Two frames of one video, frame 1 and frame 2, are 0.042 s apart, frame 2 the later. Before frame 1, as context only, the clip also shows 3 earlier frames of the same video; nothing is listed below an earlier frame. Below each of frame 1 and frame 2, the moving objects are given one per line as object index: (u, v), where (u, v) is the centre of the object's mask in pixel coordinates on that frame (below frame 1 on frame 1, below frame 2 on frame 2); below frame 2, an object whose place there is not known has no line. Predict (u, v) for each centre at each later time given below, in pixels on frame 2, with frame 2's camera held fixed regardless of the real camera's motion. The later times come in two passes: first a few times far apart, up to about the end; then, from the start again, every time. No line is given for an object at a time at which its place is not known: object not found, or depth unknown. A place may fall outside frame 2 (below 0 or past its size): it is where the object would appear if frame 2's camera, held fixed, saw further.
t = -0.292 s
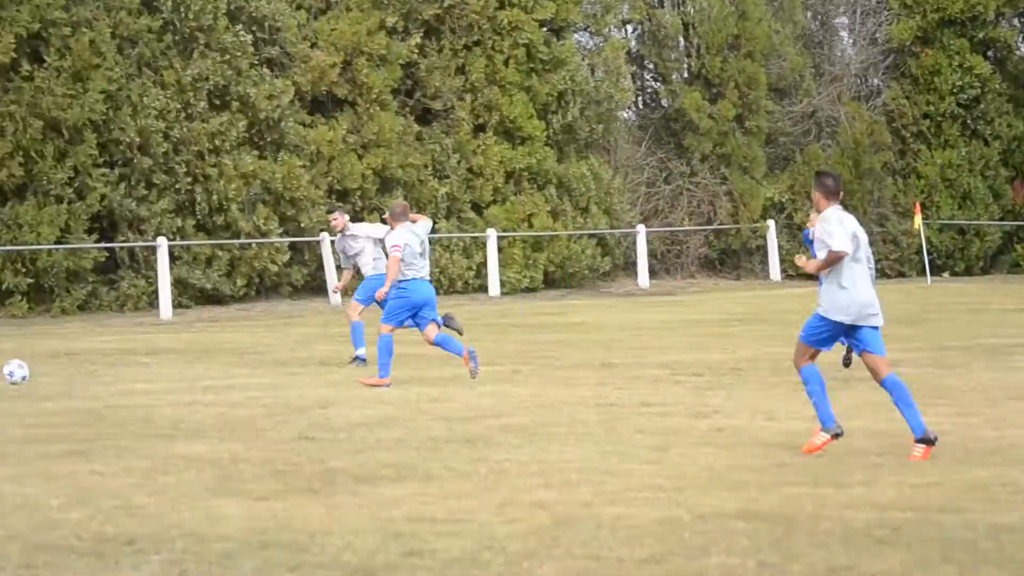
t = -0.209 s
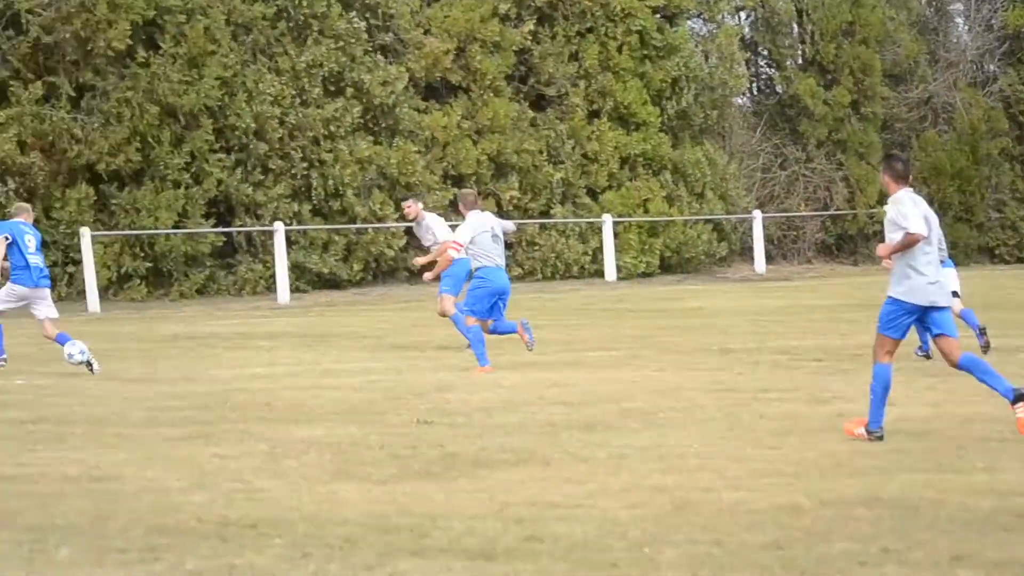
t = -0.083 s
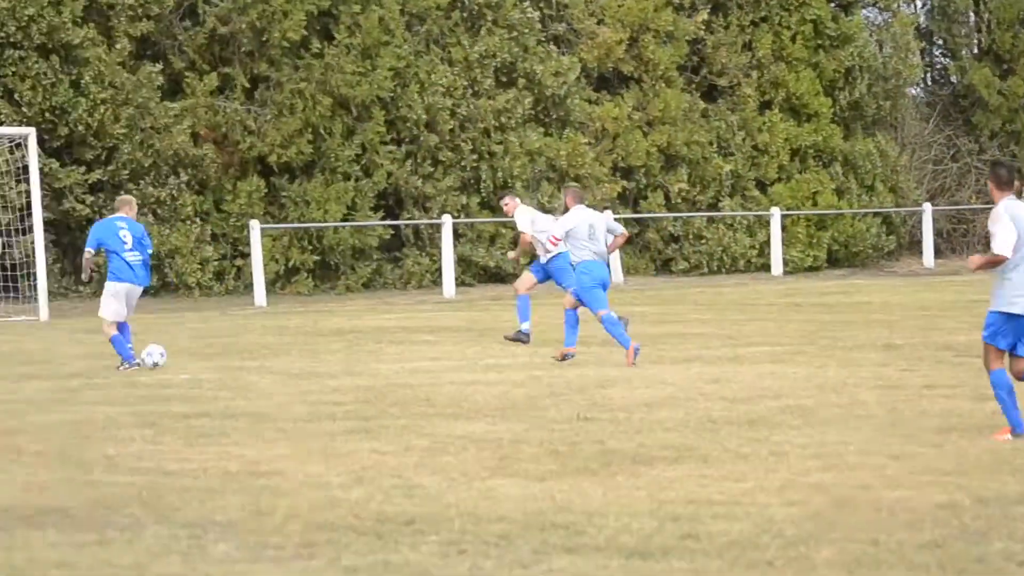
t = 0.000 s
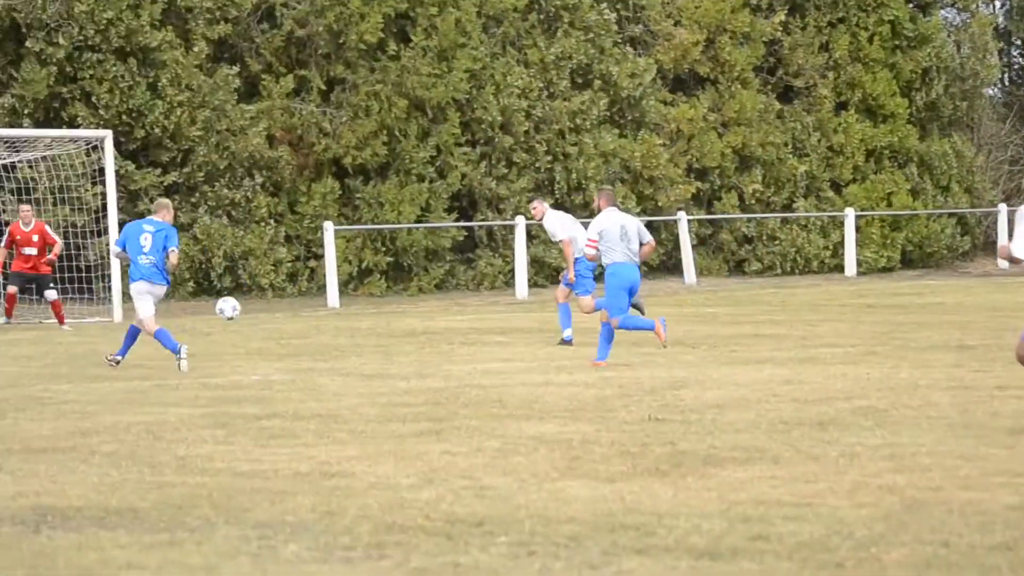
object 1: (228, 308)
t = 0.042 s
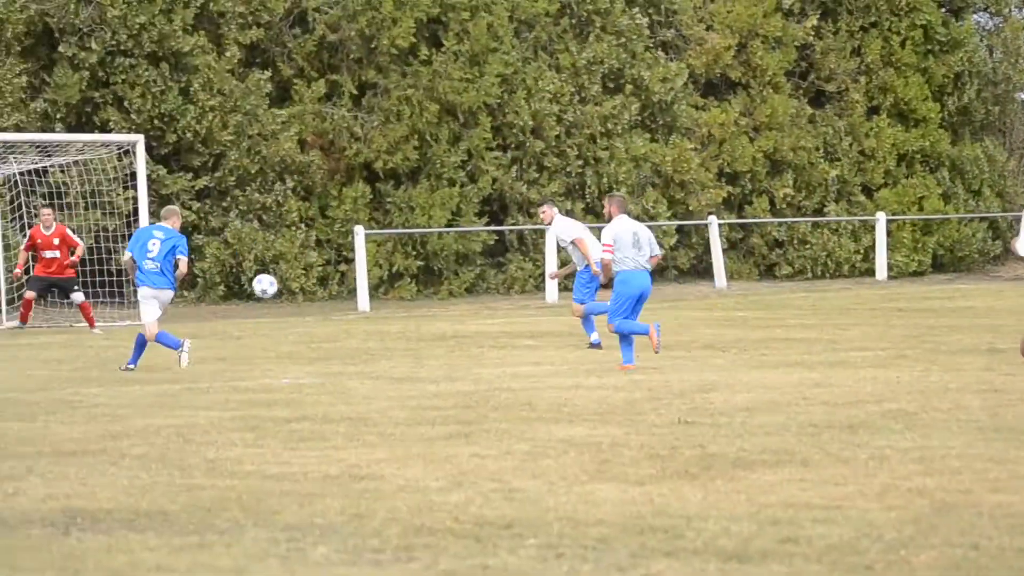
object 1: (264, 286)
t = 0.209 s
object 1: (288, 199)
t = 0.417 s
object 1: (321, 136)
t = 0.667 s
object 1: (359, 123)
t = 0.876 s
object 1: (387, 161)
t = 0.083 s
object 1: (270, 261)
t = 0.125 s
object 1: (276, 239)
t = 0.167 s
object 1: (282, 218)
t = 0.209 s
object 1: (288, 199)
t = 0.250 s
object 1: (295, 183)
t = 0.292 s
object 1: (302, 168)
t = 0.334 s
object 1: (309, 156)
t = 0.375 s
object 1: (315, 145)
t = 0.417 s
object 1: (321, 136)
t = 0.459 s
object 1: (328, 129)
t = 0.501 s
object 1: (335, 124)
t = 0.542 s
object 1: (341, 121)
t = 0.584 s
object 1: (347, 119)
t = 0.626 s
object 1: (353, 120)
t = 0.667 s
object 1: (359, 123)
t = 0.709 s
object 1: (364, 126)
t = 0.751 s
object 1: (370, 132)
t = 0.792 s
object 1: (376, 140)
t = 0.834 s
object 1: (382, 150)
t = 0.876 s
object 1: (387, 161)
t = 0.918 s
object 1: (393, 174)
